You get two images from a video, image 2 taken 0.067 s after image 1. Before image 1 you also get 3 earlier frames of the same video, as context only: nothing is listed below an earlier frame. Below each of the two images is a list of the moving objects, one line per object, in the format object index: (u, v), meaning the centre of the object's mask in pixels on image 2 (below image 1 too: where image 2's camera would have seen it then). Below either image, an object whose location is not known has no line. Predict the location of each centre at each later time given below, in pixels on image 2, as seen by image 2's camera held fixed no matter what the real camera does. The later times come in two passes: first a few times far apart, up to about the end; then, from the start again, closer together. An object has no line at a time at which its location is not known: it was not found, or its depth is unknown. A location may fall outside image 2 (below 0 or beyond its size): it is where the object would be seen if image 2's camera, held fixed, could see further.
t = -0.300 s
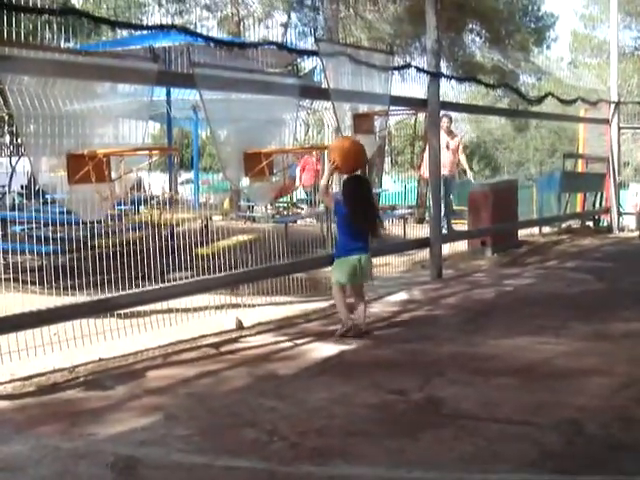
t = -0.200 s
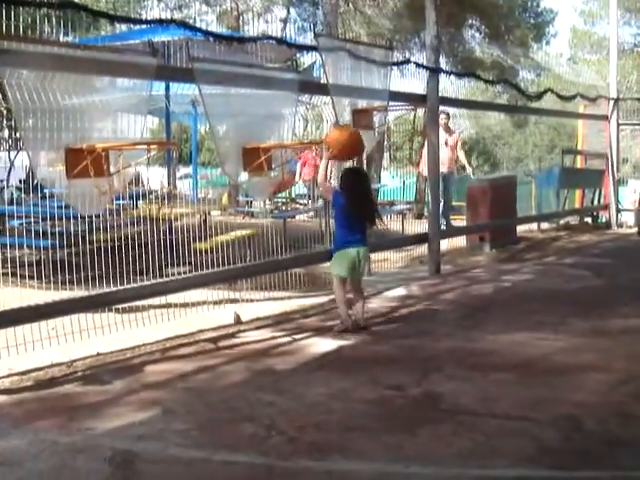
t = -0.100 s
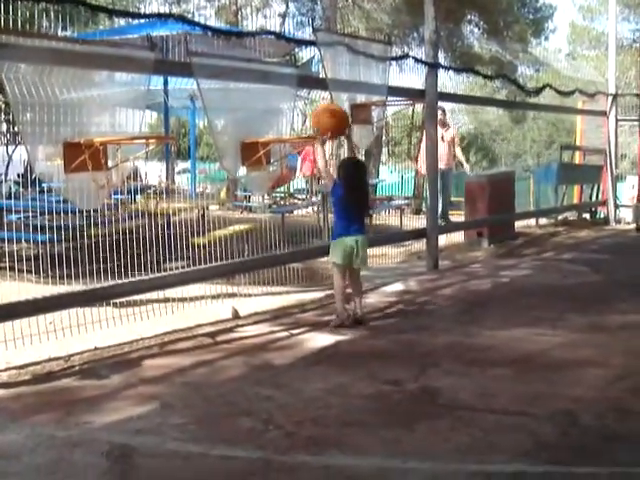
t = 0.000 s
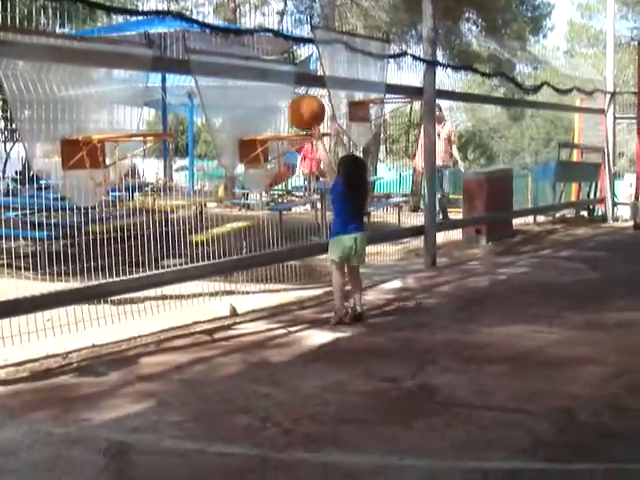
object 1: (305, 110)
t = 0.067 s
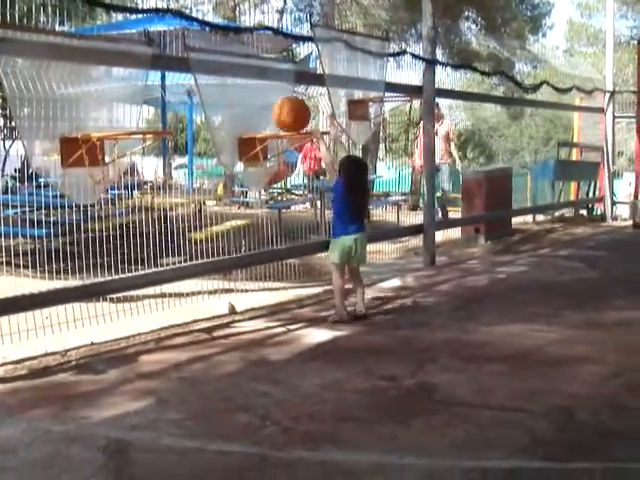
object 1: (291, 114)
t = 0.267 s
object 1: (295, 141)
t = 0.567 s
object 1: (309, 197)
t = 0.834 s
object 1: (311, 301)
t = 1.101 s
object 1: (289, 215)
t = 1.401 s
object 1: (272, 245)
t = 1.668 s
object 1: (257, 255)
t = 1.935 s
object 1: (242, 235)
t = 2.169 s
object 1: (247, 286)
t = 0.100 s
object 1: (284, 118)
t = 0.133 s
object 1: (277, 121)
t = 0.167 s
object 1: (277, 129)
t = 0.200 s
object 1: (284, 132)
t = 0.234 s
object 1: (290, 137)
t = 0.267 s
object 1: (295, 141)
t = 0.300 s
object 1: (298, 147)
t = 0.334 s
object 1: (302, 151)
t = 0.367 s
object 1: (304, 159)
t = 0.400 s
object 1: (308, 168)
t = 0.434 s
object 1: (308, 177)
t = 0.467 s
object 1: (308, 182)
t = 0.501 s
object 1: (308, 188)
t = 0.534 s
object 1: (309, 191)
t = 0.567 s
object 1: (309, 197)
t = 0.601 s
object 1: (309, 204)
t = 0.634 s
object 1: (309, 213)
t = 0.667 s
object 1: (309, 224)
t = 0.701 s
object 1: (309, 236)
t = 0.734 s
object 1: (309, 251)
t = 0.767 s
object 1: (310, 263)
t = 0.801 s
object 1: (310, 284)
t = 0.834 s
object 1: (311, 301)
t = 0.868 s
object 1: (307, 286)
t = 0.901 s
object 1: (305, 271)
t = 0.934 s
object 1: (302, 258)
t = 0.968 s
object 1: (300, 246)
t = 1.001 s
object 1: (297, 237)
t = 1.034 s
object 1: (294, 227)
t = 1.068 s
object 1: (292, 220)
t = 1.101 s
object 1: (289, 215)
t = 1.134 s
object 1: (286, 210)
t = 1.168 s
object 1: (284, 209)
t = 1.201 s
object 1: (283, 209)
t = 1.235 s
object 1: (281, 211)
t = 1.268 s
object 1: (278, 215)
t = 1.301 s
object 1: (276, 220)
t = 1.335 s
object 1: (275, 227)
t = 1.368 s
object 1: (272, 234)
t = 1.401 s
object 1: (272, 245)
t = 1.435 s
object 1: (270, 259)
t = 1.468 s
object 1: (268, 271)
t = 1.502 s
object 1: (268, 287)
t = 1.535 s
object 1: (267, 303)
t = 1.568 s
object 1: (264, 291)
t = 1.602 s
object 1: (262, 277)
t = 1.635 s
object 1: (260, 265)
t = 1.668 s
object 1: (257, 255)
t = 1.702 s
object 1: (255, 248)
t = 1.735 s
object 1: (252, 240)
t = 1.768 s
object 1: (251, 235)
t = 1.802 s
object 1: (248, 233)
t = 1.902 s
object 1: (244, 231)
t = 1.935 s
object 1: (242, 235)
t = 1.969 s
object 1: (240, 240)
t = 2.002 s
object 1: (239, 246)
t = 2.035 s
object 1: (237, 256)
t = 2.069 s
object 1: (239, 262)
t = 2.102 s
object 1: (242, 268)
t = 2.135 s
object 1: (244, 275)
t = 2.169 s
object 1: (247, 286)
